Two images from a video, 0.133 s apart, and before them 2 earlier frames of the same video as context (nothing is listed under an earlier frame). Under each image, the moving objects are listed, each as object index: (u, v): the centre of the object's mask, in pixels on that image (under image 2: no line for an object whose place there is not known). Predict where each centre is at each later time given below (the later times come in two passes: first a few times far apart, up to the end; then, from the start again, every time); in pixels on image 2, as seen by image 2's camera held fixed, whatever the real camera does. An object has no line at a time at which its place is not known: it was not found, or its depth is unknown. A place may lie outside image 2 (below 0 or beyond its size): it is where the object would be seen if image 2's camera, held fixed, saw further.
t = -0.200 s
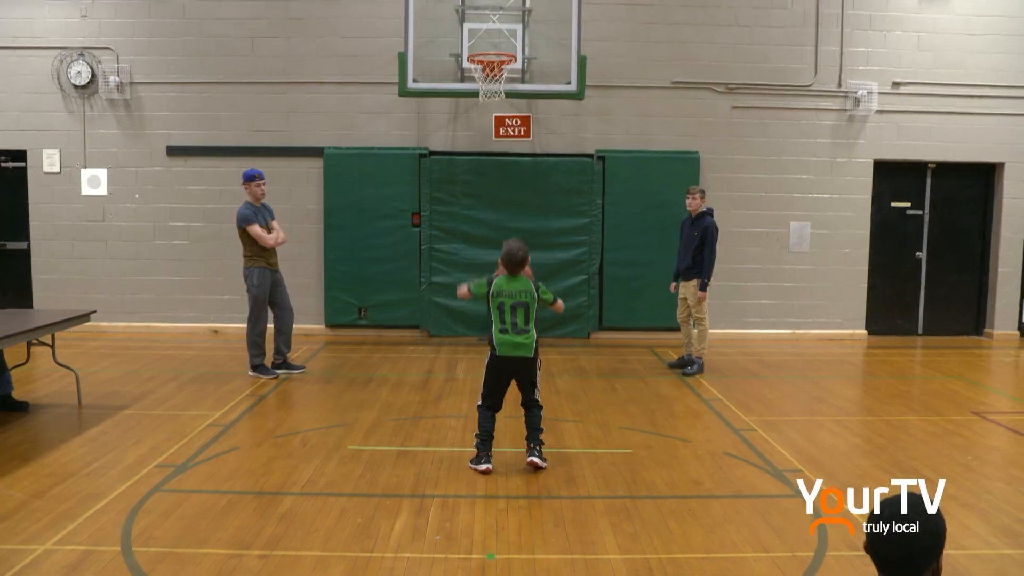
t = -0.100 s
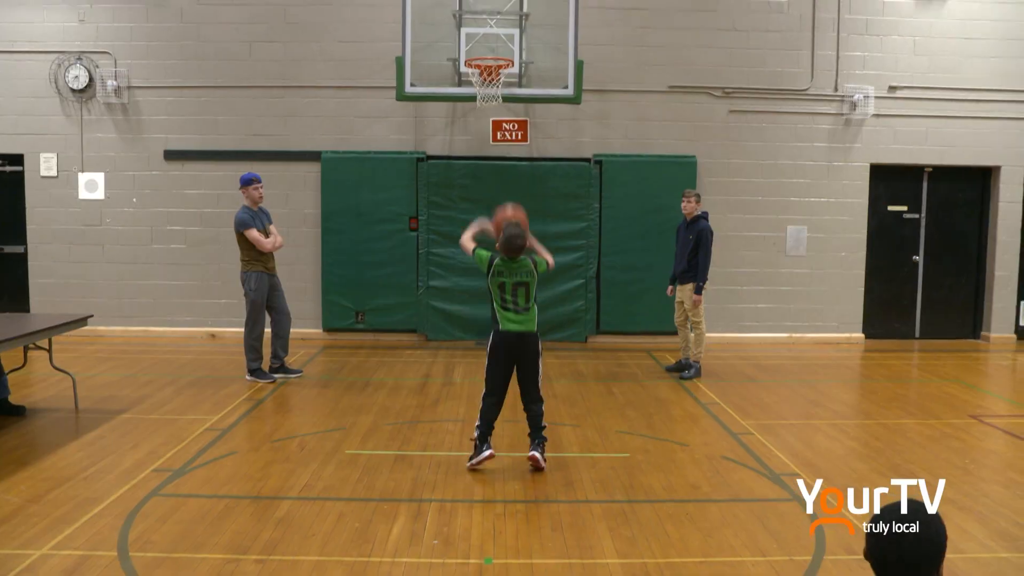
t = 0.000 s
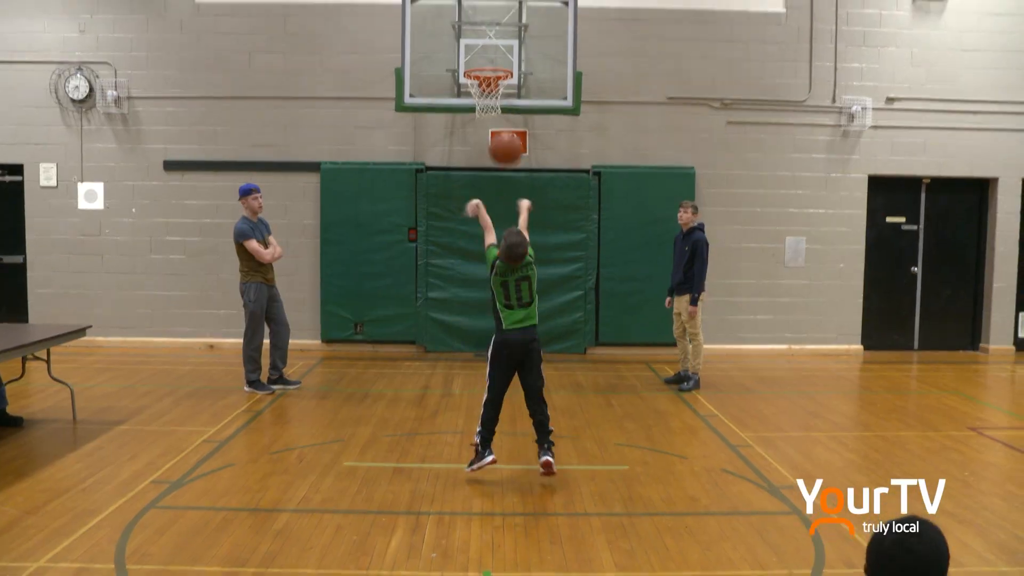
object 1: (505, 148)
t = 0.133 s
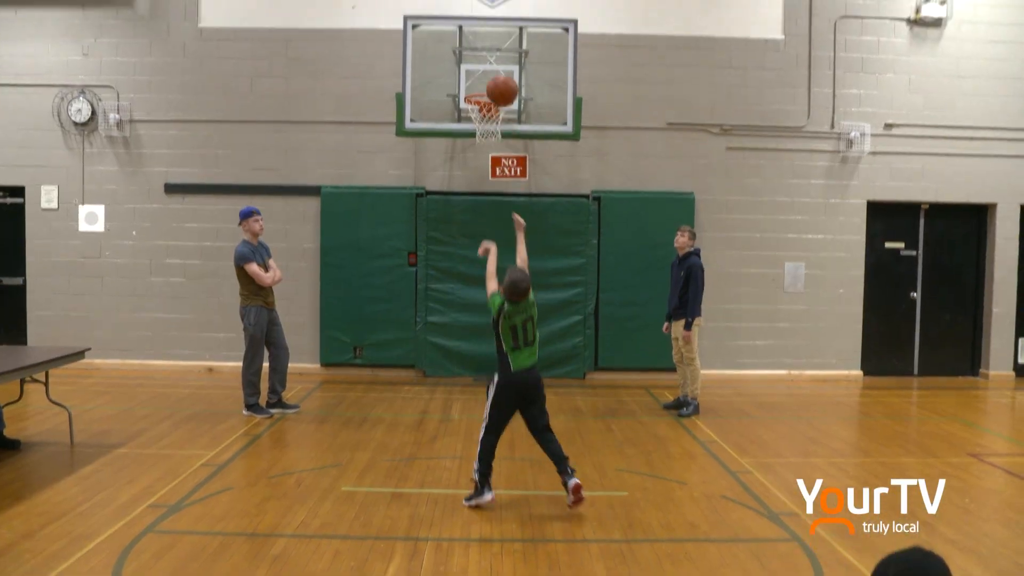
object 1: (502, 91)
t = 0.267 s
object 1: (498, 39)
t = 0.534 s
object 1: (491, 15)
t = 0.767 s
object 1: (486, 58)
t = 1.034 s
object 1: (503, 133)
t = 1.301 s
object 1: (528, 230)
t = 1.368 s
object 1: (534, 267)
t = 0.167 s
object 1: (501, 74)
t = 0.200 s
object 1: (500, 61)
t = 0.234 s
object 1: (499, 49)
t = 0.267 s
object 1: (498, 39)
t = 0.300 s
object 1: (497, 31)
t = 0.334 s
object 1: (497, 24)
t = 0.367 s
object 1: (496, 19)
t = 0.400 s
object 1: (495, 16)
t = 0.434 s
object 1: (494, 13)
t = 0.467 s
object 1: (493, 12)
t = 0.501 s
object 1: (492, 13)
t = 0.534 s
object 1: (491, 15)
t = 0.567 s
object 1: (490, 18)
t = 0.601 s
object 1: (490, 22)
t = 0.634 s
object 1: (489, 27)
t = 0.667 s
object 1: (488, 34)
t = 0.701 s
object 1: (487, 41)
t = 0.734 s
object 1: (487, 49)
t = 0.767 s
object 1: (486, 58)
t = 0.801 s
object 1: (485, 68)
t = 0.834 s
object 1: (484, 80)
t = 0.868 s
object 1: (484, 87)
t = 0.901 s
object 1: (483, 103)
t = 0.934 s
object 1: (490, 110)
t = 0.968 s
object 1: (495, 117)
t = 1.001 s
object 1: (500, 125)
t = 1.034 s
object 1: (503, 133)
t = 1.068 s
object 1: (506, 140)
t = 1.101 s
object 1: (510, 148)
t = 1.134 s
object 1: (513, 160)
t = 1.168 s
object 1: (516, 171)
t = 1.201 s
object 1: (519, 184)
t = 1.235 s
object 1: (522, 199)
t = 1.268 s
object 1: (525, 214)
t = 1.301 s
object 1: (528, 230)
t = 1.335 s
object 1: (531, 248)
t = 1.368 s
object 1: (534, 267)
